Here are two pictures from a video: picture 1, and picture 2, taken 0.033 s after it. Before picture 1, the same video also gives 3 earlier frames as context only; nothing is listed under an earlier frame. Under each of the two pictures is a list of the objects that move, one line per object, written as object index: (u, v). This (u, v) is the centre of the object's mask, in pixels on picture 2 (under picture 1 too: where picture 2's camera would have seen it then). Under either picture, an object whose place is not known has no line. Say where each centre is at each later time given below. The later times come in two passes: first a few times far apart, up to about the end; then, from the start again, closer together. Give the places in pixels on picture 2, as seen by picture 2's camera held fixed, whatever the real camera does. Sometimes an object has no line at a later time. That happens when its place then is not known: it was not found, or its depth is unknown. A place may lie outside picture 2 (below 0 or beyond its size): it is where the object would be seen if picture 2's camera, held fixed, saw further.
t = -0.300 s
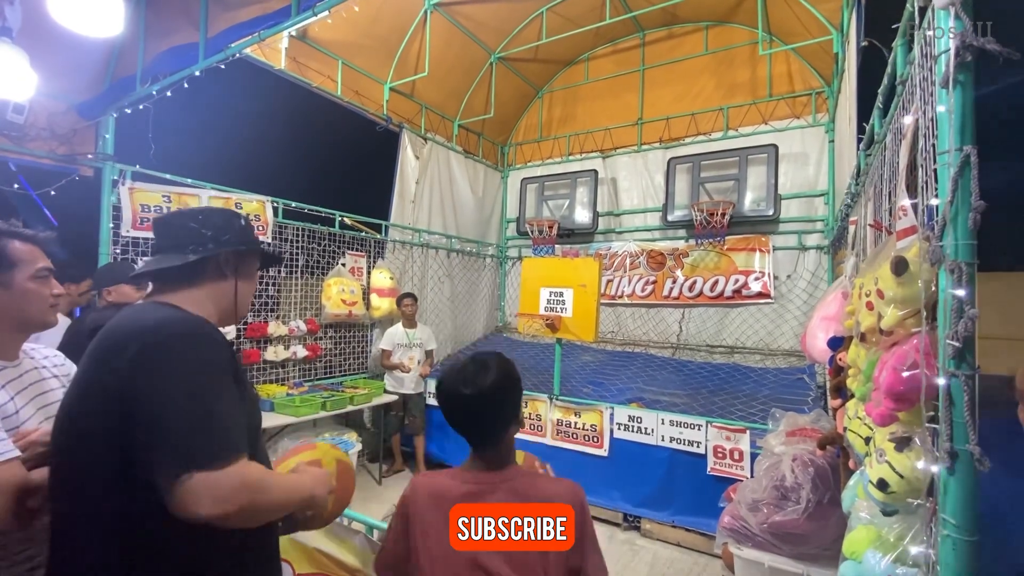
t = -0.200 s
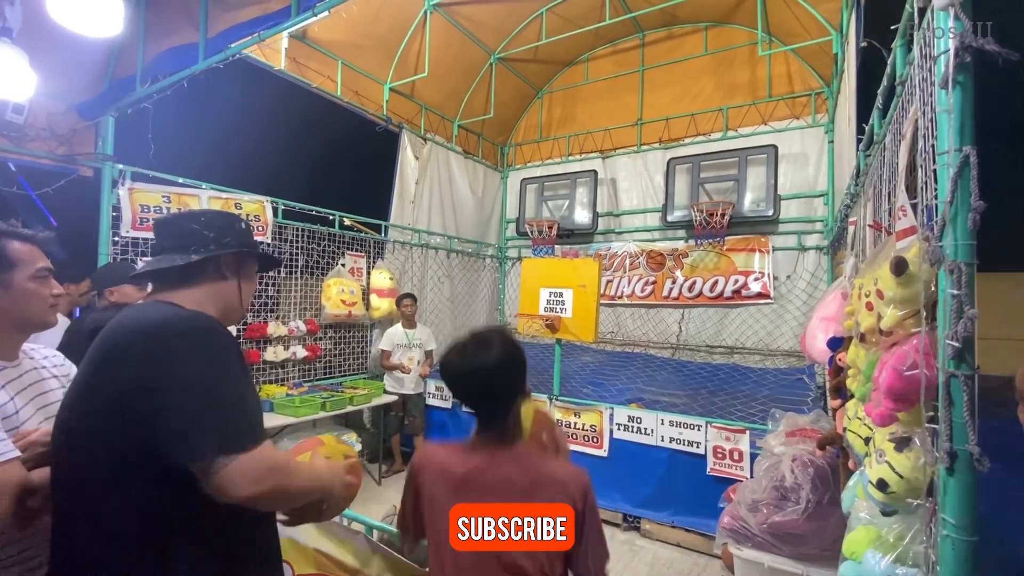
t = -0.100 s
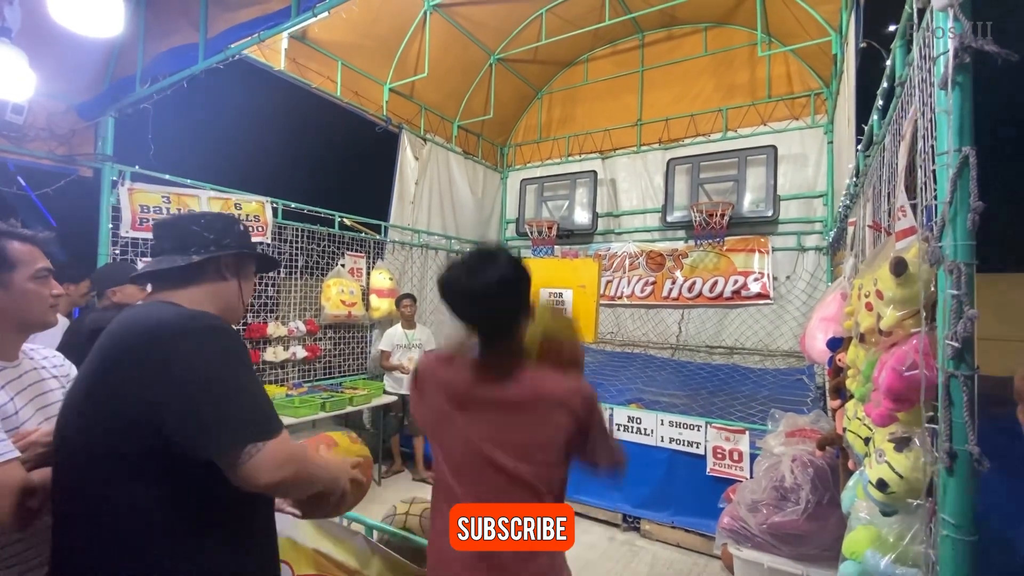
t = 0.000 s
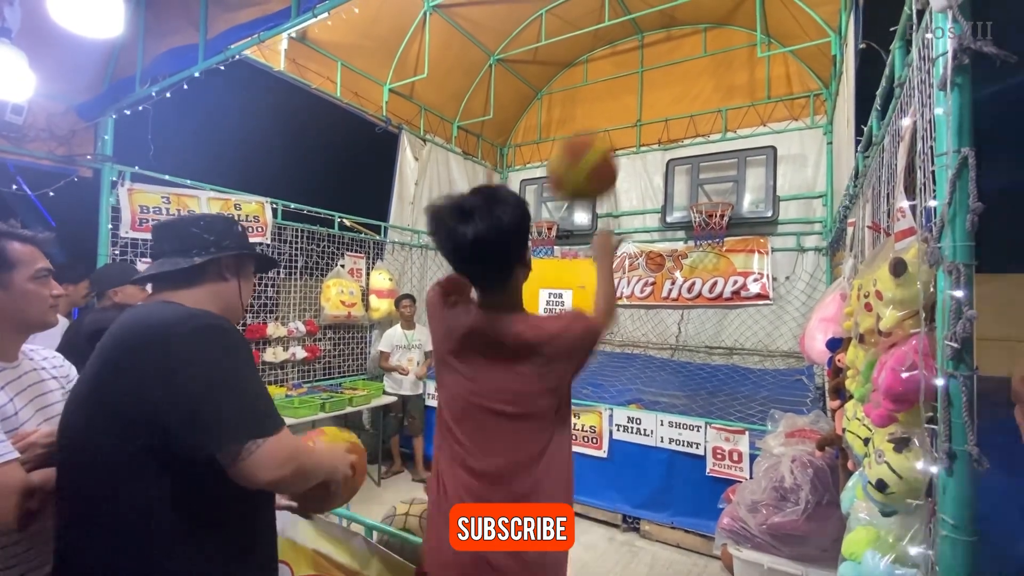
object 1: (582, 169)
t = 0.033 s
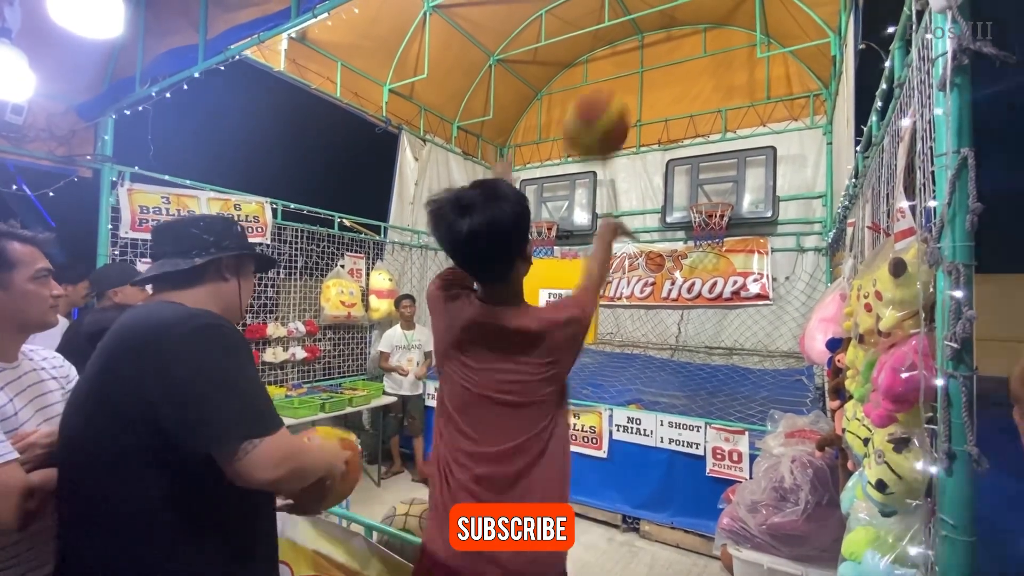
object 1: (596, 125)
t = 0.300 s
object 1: (655, 4)
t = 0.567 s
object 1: (684, 16)
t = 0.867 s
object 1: (702, 123)
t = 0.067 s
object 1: (608, 87)
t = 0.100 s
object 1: (618, 59)
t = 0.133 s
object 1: (627, 37)
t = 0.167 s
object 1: (634, 23)
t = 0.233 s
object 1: (645, 10)
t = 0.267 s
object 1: (650, 6)
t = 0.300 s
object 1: (655, 4)
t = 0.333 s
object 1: (659, 2)
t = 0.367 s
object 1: (662, 2)
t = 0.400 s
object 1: (664, 1)
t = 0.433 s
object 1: (673, 2)
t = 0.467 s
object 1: (676, 3)
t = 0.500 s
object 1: (678, 5)
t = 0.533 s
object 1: (682, 8)
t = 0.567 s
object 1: (684, 16)
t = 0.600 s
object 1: (686, 25)
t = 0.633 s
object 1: (689, 34)
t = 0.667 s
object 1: (691, 46)
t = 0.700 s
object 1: (693, 56)
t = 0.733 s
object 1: (695, 68)
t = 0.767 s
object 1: (697, 82)
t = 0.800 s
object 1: (699, 95)
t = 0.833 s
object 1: (702, 110)
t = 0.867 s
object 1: (702, 123)
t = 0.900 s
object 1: (703, 138)
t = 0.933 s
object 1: (704, 151)
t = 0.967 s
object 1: (704, 172)
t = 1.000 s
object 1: (706, 186)
